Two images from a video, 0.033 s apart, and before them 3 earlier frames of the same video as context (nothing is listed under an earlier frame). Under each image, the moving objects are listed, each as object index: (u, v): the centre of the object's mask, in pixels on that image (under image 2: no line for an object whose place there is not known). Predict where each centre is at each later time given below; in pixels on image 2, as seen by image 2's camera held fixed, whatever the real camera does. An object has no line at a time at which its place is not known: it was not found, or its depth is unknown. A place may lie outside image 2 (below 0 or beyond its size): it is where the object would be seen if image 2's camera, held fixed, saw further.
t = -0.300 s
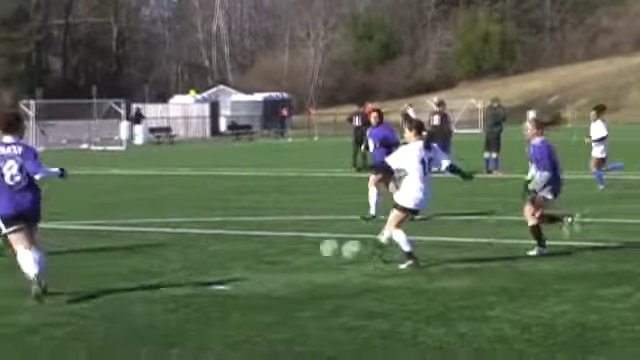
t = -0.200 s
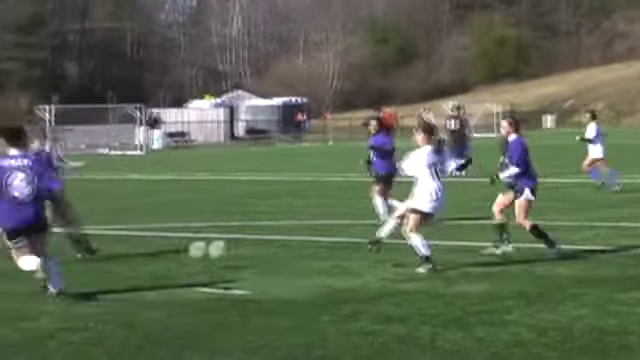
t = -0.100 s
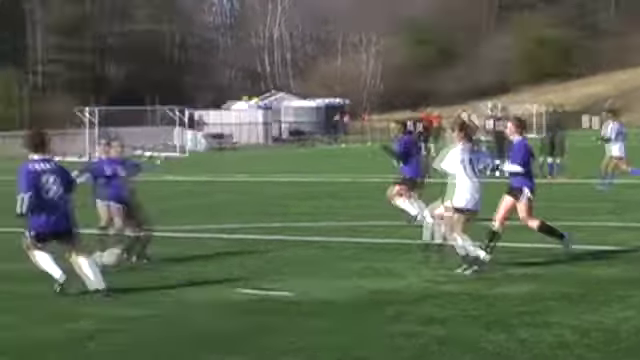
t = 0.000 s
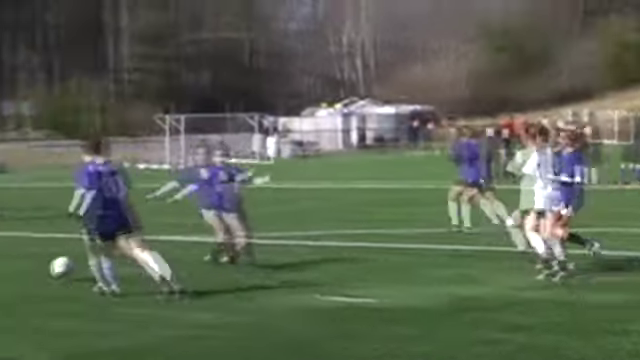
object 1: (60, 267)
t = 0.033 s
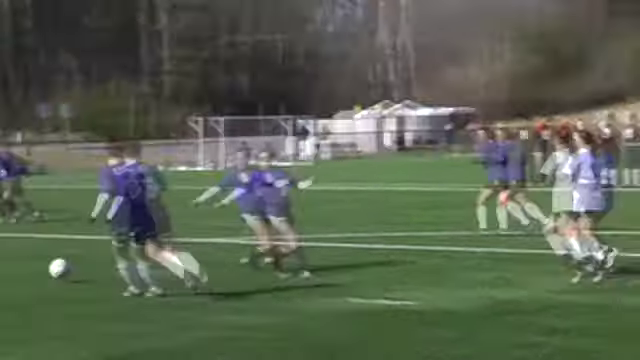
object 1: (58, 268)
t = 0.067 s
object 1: (19, 270)
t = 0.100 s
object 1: (-19, 273)
